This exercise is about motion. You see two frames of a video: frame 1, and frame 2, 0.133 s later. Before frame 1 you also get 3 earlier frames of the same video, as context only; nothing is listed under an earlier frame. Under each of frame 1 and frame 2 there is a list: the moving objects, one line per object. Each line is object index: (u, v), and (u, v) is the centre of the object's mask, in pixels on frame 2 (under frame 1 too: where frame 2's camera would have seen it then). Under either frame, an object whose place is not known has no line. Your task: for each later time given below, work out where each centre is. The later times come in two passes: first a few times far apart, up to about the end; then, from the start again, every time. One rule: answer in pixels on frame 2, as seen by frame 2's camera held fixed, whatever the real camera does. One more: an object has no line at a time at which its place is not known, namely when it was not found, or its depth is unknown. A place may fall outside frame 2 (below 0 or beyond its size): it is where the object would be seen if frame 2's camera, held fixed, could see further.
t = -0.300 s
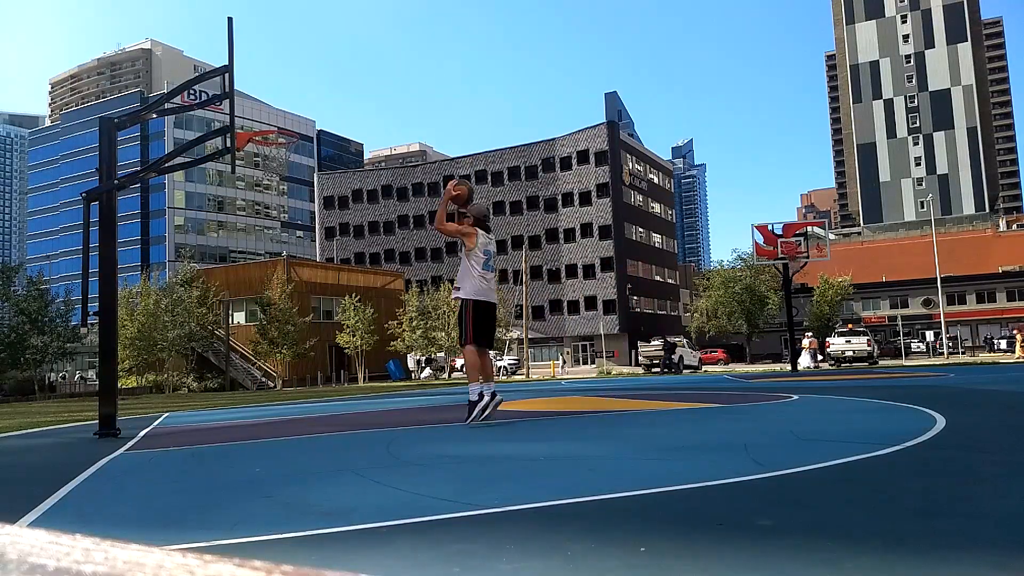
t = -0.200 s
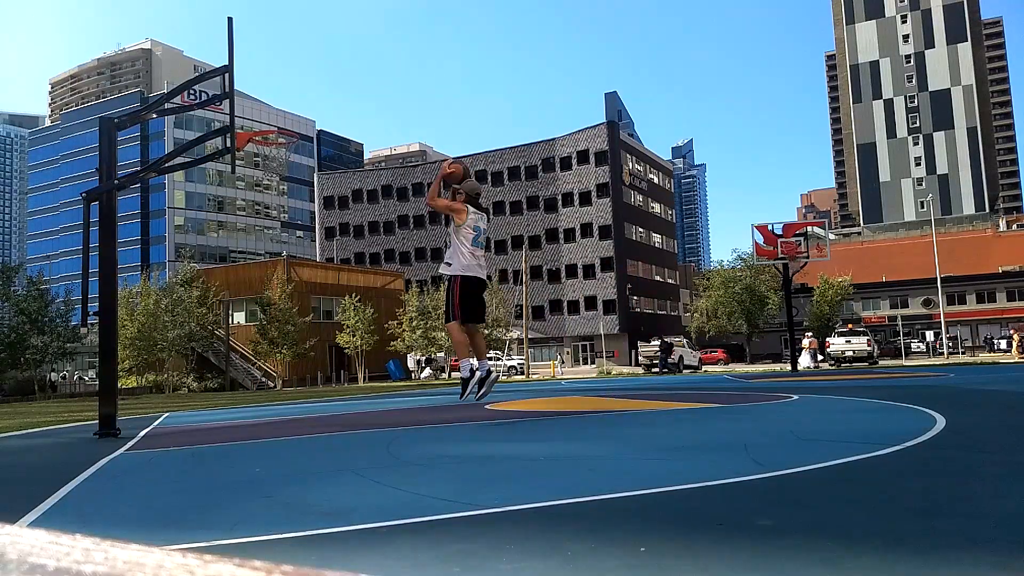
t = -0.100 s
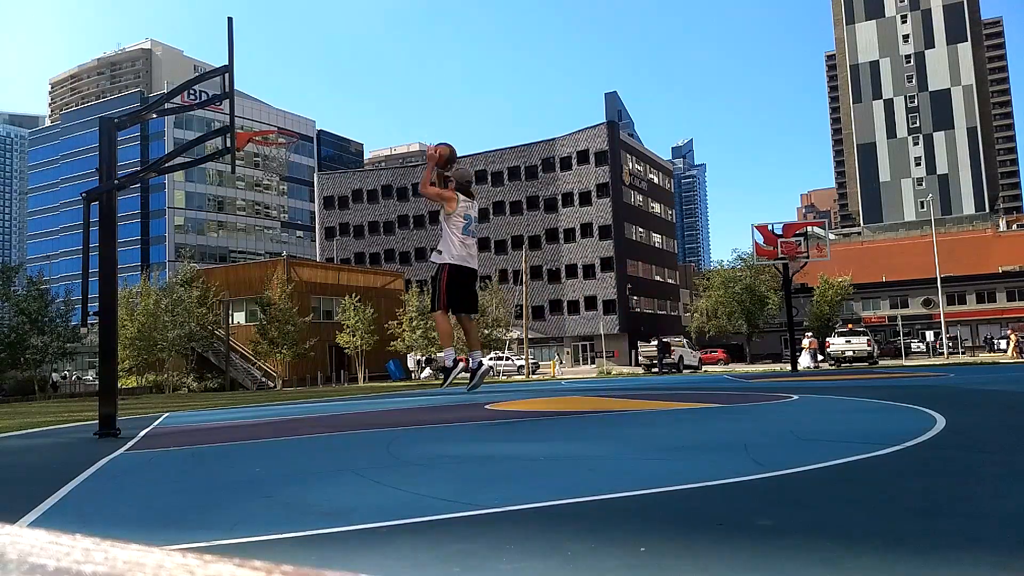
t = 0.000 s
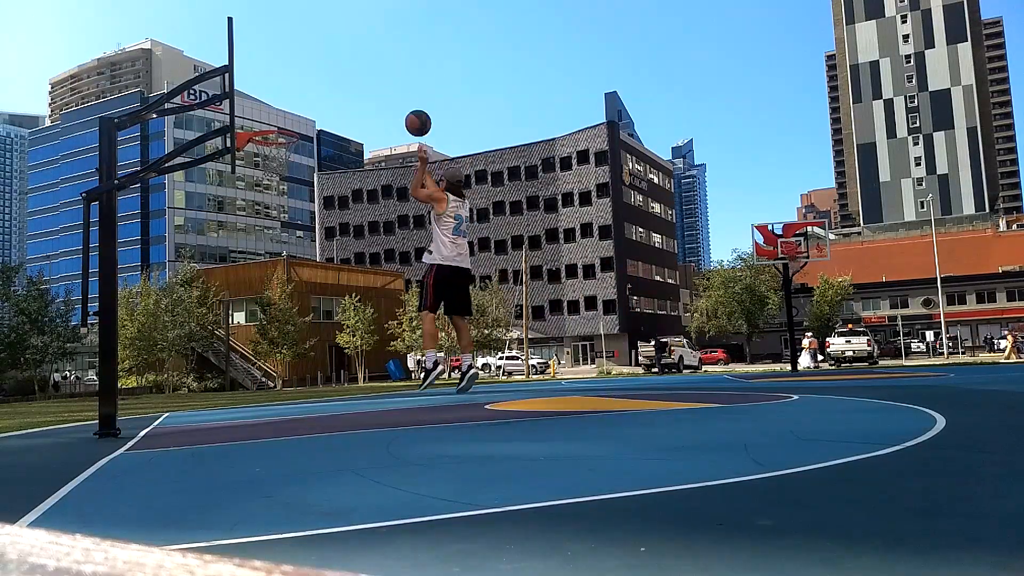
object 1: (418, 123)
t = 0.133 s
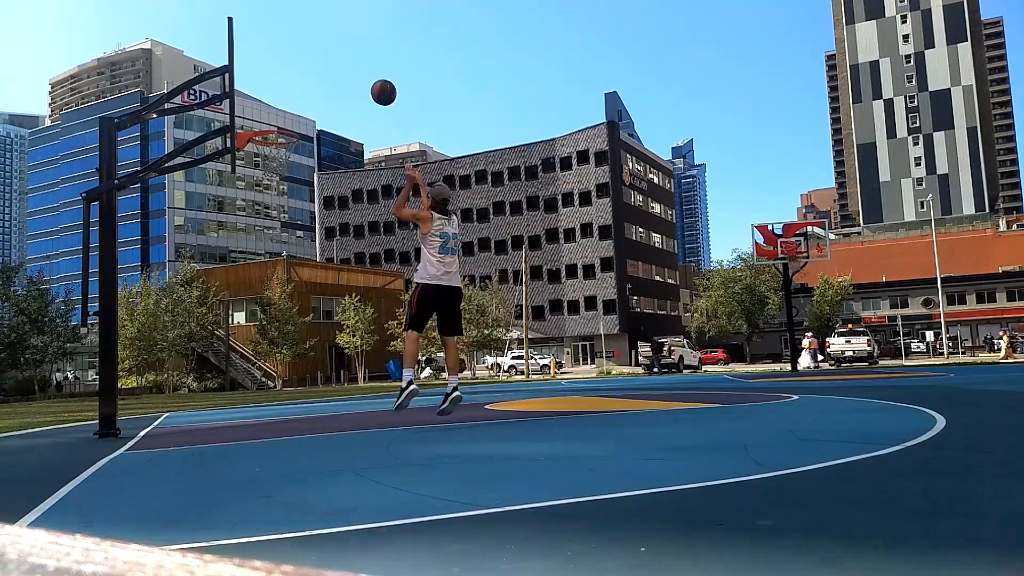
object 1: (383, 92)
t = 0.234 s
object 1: (359, 82)
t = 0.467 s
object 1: (309, 96)
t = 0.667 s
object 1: (279, 112)
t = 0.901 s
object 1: (261, 118)
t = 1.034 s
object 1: (262, 120)
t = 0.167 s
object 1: (375, 88)
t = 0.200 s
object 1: (367, 84)
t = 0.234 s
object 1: (359, 82)
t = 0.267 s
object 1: (352, 81)
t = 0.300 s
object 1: (344, 81)
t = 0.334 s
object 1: (337, 82)
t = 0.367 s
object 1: (330, 83)
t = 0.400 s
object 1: (322, 87)
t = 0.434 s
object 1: (316, 91)
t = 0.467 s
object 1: (309, 96)
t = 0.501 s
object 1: (302, 102)
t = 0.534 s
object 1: (295, 108)
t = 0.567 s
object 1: (289, 116)
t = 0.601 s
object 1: (284, 120)
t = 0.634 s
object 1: (282, 116)
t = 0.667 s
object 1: (279, 112)
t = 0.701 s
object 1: (276, 110)
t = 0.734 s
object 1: (274, 109)
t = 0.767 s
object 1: (271, 109)
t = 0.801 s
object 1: (268, 110)
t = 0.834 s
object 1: (266, 112)
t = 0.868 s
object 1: (262, 116)
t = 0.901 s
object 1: (261, 118)
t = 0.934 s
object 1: (258, 122)
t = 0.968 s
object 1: (258, 122)
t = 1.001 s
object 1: (260, 121)
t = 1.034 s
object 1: (262, 120)
